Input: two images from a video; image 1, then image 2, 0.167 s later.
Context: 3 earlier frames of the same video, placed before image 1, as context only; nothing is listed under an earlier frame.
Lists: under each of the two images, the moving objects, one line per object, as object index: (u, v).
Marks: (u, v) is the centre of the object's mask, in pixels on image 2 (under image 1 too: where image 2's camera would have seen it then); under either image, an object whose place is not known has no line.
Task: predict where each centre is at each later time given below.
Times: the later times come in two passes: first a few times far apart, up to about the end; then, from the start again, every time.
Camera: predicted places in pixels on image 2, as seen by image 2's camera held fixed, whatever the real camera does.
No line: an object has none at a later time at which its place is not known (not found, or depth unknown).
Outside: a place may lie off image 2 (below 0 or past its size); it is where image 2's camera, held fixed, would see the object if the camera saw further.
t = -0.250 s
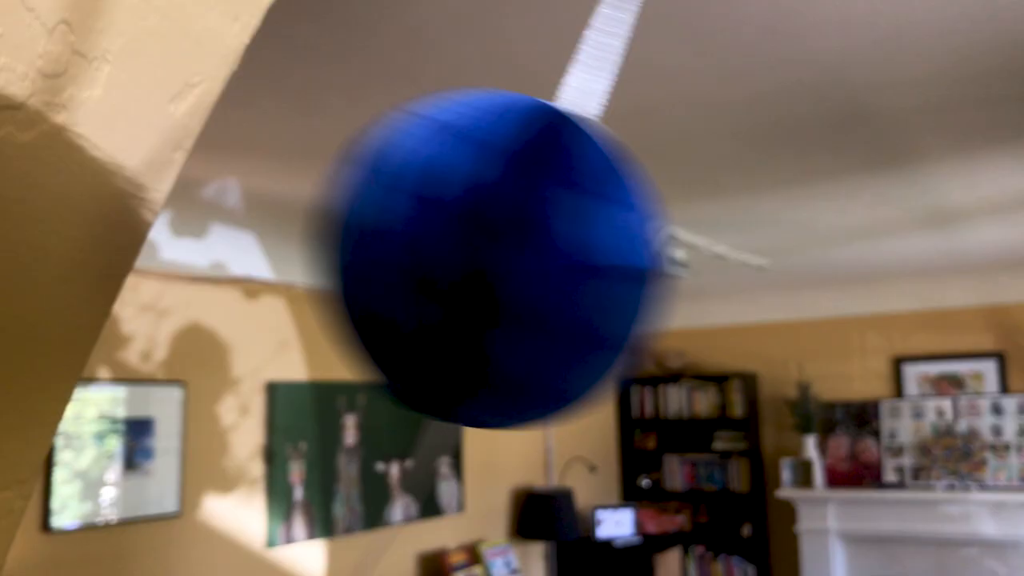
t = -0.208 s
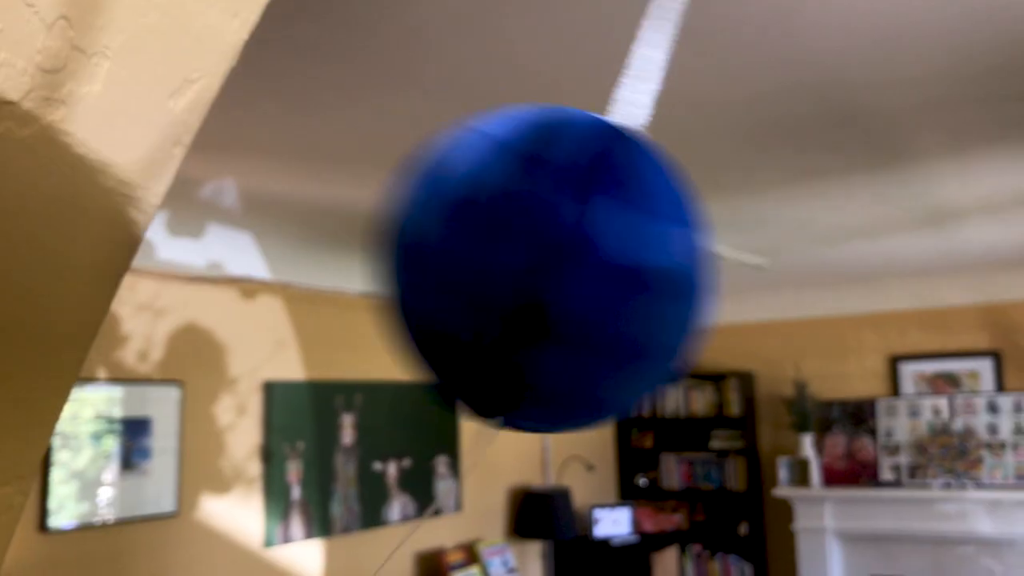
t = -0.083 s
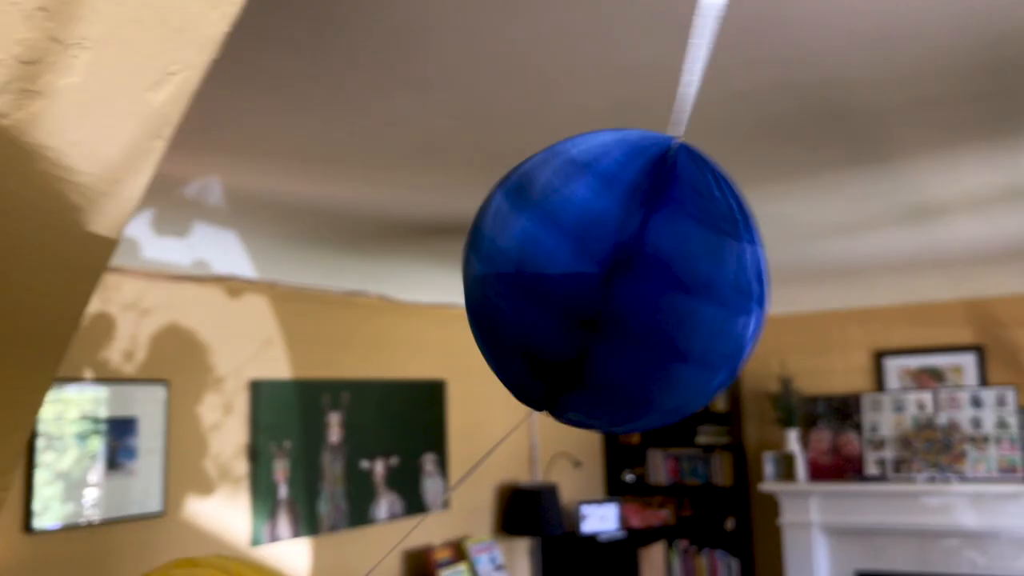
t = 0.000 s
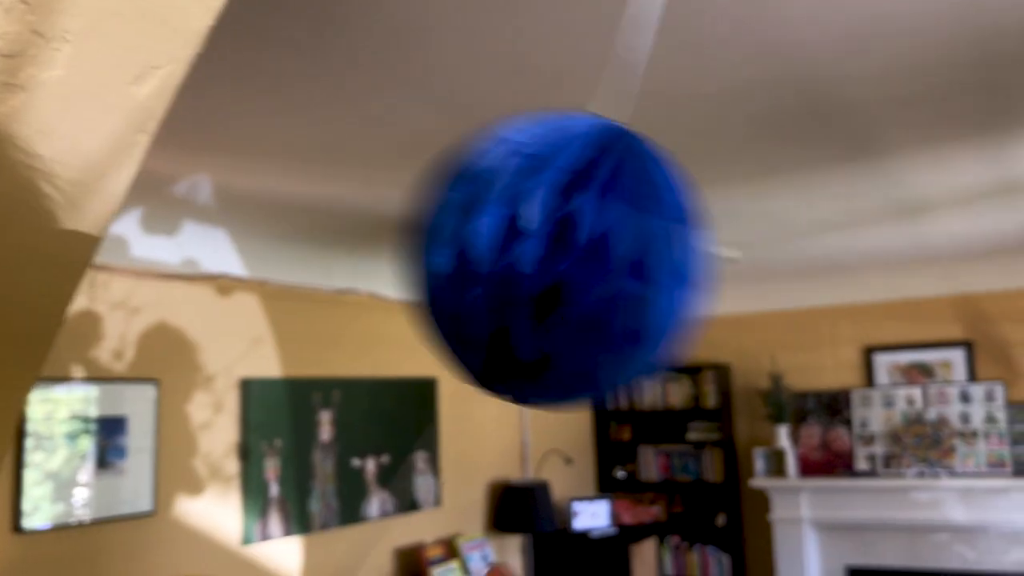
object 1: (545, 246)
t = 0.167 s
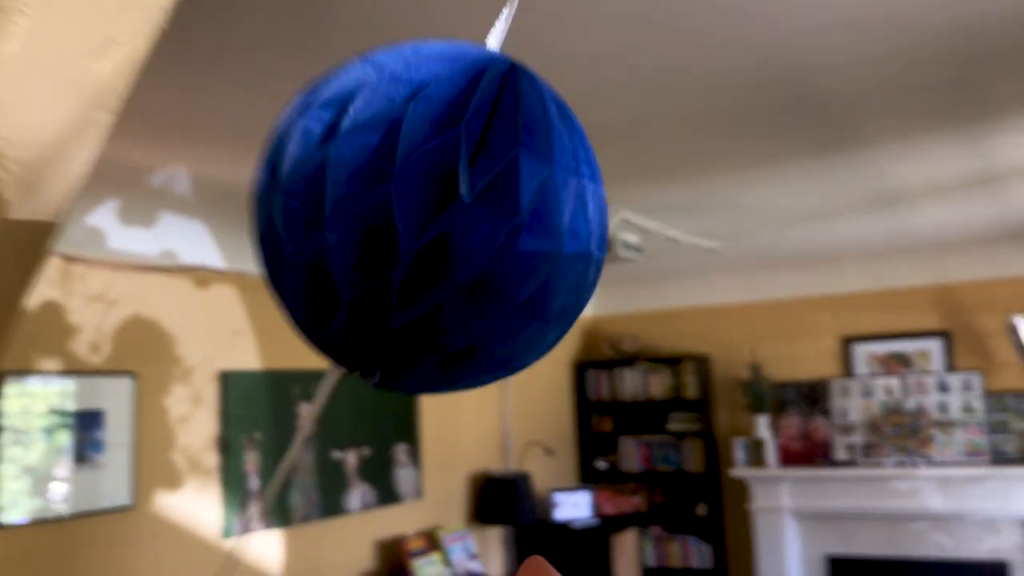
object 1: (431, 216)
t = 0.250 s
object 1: (448, 221)
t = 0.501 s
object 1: (405, 213)
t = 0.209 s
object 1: (437, 220)
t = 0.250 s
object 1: (448, 221)
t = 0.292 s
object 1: (453, 220)
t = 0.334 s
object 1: (448, 218)
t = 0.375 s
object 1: (433, 218)
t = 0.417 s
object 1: (415, 218)
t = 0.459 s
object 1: (406, 215)
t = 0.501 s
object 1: (405, 213)
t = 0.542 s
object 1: (419, 212)
